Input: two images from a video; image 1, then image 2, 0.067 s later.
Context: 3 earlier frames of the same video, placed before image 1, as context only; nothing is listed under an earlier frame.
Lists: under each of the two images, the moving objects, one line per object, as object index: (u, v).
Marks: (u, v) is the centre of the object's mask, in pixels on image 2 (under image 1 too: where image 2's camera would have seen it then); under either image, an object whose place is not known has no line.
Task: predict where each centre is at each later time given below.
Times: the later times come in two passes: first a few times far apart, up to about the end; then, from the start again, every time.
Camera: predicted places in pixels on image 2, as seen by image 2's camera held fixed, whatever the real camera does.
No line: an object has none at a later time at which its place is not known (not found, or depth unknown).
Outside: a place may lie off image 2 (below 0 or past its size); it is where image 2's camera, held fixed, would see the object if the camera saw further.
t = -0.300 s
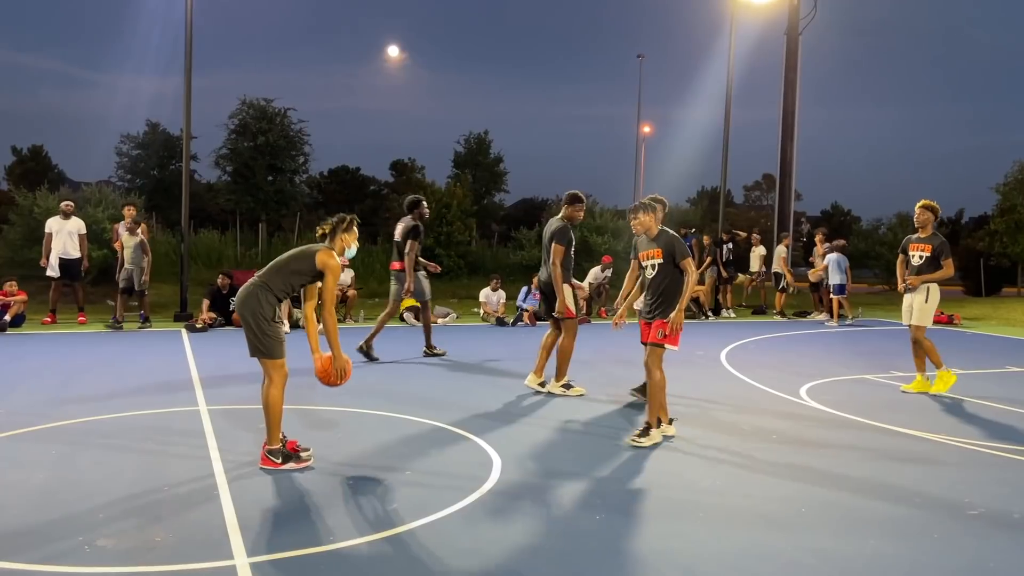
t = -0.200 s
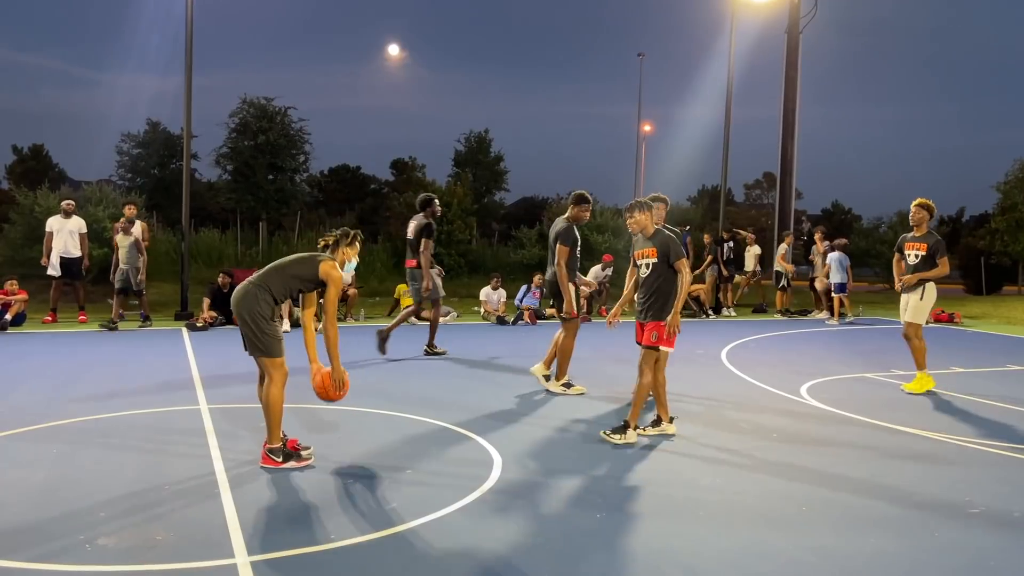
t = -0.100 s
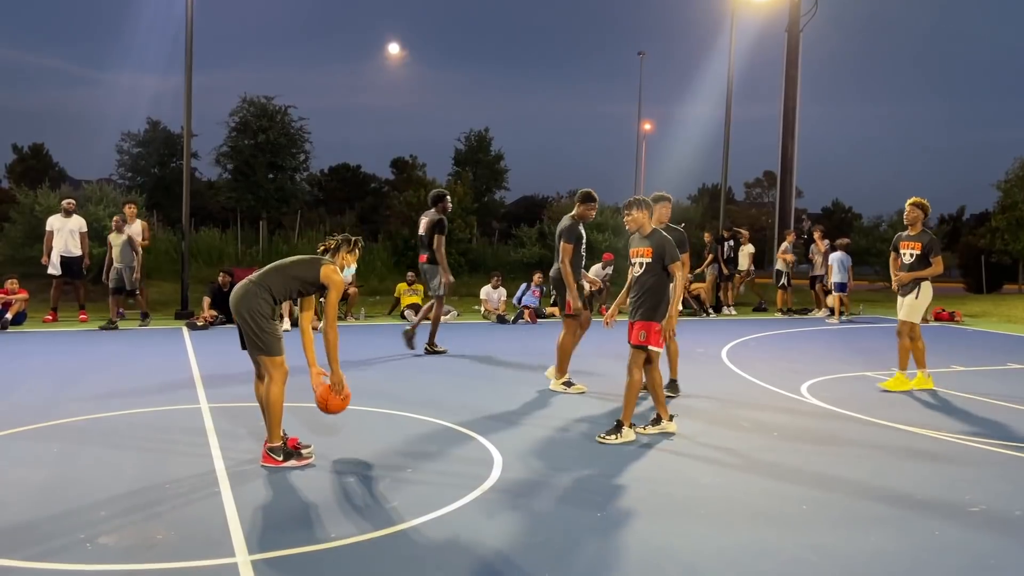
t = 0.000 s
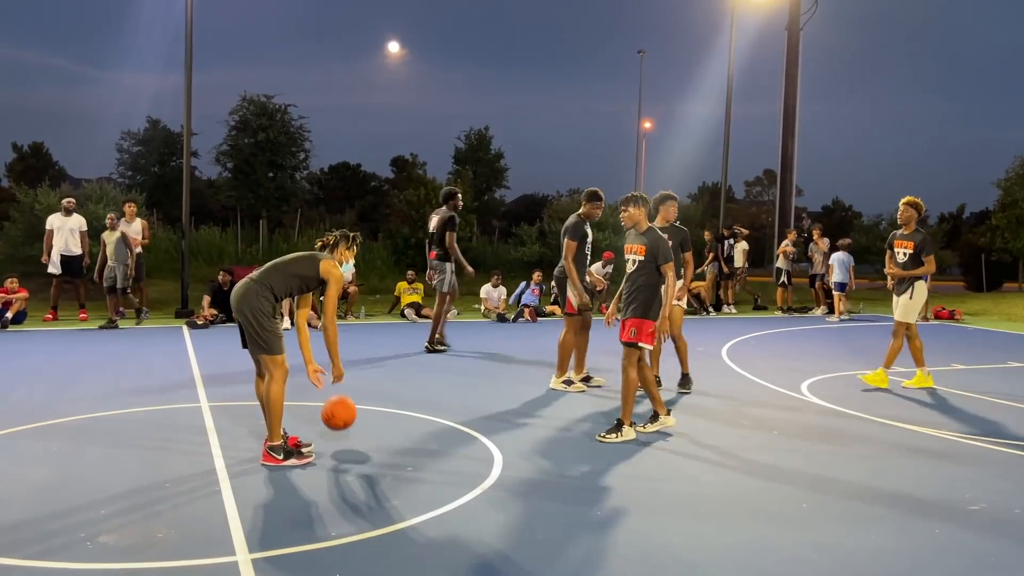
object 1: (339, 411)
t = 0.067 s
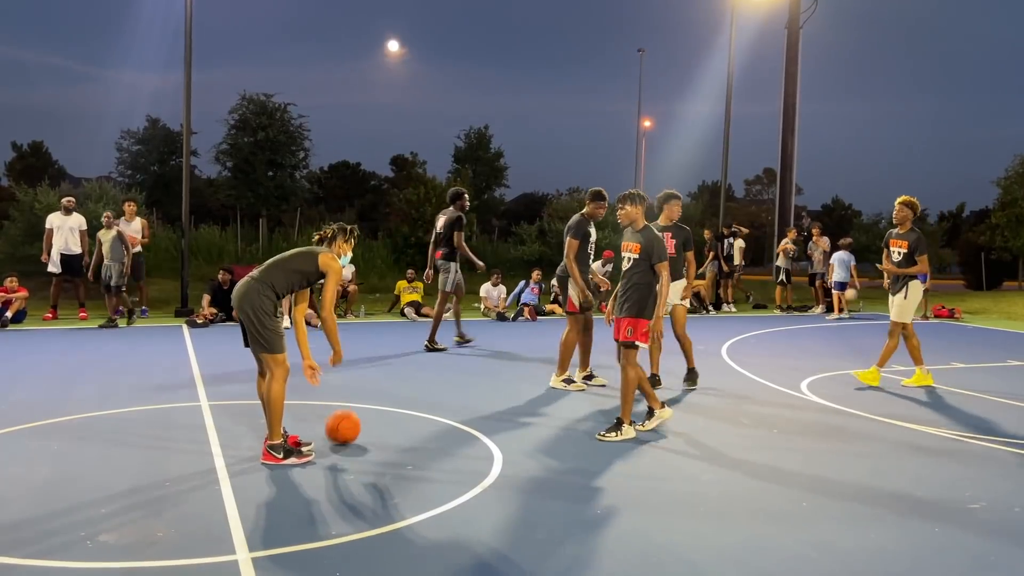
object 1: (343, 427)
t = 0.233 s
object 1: (358, 400)
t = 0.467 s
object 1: (378, 426)
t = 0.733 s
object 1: (398, 410)
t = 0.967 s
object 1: (414, 412)
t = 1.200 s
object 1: (429, 420)
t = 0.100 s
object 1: (346, 419)
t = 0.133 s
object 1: (349, 411)
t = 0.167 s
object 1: (352, 406)
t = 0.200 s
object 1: (355, 402)
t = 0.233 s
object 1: (358, 400)
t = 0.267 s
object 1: (361, 399)
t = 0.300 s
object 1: (364, 399)
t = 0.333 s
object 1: (366, 402)
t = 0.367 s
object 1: (370, 405)
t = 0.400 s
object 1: (372, 410)
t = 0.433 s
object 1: (375, 417)
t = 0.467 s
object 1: (378, 426)
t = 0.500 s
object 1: (380, 423)
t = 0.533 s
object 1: (383, 417)
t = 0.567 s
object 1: (386, 411)
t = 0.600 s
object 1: (388, 408)
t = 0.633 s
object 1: (391, 407)
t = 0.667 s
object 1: (393, 406)
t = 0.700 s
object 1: (395, 408)
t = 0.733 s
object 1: (398, 410)
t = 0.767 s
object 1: (400, 414)
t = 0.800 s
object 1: (402, 420)
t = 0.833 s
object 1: (404, 427)
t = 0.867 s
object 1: (407, 422)
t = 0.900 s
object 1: (409, 417)
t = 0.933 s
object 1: (412, 414)
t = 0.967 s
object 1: (414, 412)
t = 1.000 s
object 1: (416, 412)
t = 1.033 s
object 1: (418, 413)
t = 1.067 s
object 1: (421, 416)
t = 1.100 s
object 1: (423, 420)
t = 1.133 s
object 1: (425, 426)
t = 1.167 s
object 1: (427, 424)
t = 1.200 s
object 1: (429, 420)
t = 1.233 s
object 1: (432, 417)
